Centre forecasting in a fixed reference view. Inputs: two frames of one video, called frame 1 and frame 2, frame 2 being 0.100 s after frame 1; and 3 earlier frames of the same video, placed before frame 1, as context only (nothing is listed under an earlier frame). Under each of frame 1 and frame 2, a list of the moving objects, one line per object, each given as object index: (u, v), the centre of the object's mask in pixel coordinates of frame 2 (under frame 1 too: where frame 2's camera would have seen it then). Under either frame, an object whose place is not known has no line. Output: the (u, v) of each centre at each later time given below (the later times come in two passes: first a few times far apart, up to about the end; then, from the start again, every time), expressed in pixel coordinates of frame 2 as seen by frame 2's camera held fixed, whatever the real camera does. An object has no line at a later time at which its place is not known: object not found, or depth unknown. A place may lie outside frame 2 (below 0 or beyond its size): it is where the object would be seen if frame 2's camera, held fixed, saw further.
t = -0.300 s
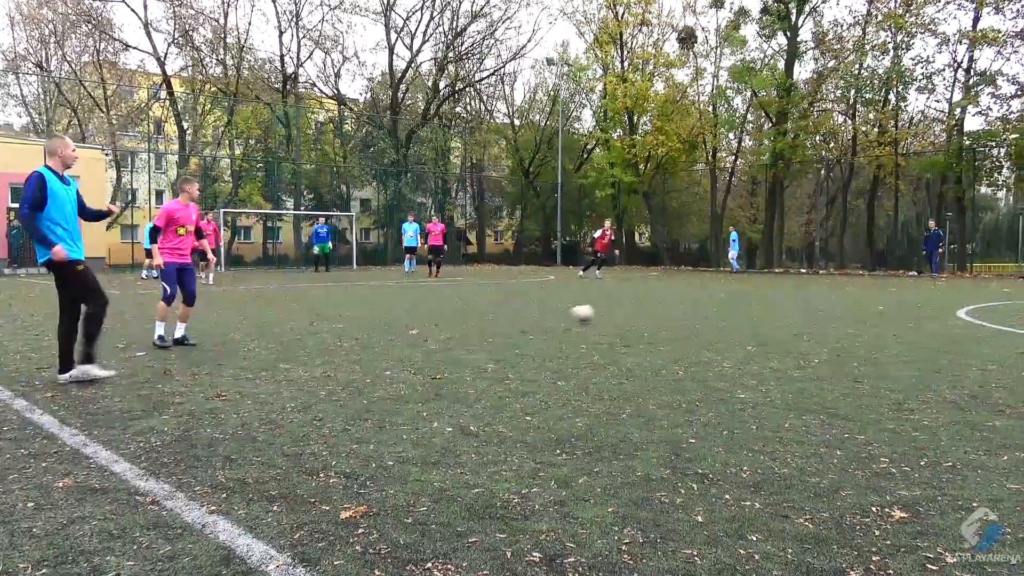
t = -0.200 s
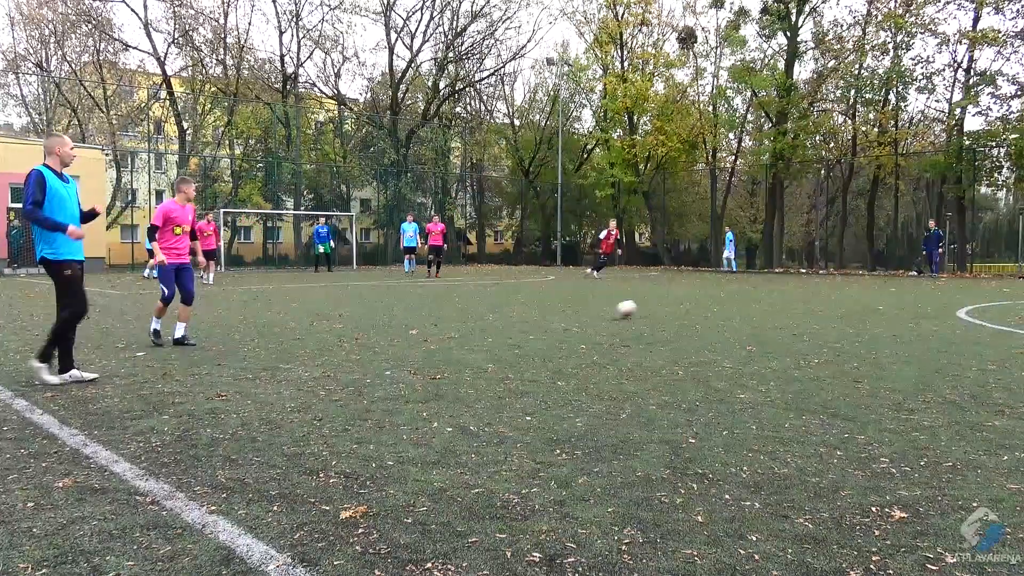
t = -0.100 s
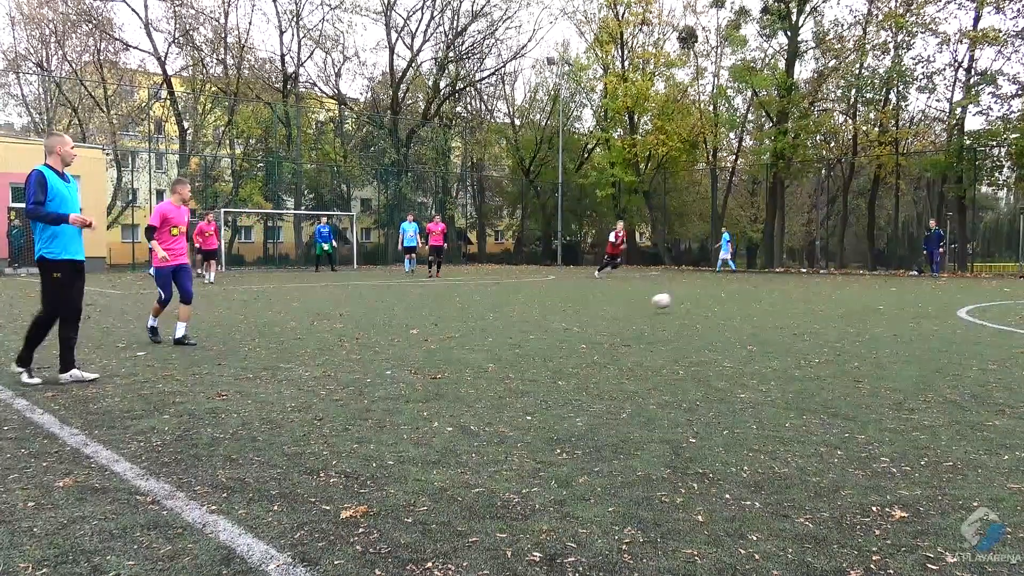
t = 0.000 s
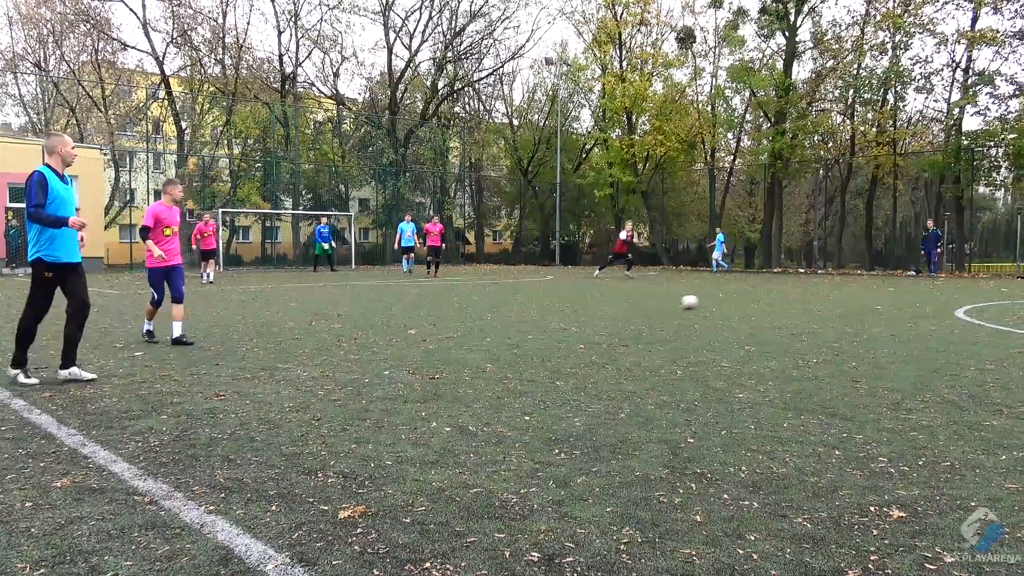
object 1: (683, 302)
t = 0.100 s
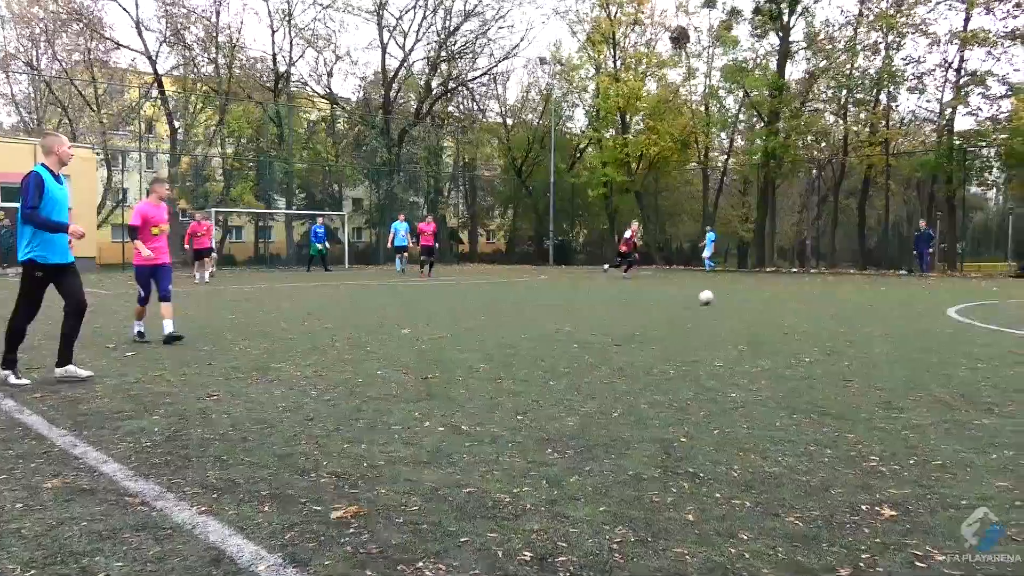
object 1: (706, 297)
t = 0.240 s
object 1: (732, 294)
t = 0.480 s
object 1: (766, 290)
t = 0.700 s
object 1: (791, 288)
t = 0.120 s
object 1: (709, 297)
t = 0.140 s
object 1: (714, 297)
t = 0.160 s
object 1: (717, 298)
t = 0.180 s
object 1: (721, 297)
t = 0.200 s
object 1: (724, 295)
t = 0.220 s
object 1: (728, 295)
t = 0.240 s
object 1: (732, 294)
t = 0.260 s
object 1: (734, 294)
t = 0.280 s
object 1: (737, 293)
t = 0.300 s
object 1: (741, 294)
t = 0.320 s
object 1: (744, 294)
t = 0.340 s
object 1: (747, 294)
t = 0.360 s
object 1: (749, 293)
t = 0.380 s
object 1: (752, 292)
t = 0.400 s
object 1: (755, 290)
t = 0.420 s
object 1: (758, 290)
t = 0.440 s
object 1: (761, 290)
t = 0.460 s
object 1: (763, 290)
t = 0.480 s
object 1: (766, 290)
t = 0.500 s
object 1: (769, 291)
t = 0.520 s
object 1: (771, 290)
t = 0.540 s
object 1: (774, 290)
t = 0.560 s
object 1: (775, 288)
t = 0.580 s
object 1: (778, 288)
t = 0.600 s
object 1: (780, 288)
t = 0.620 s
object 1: (782, 288)
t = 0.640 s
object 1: (785, 287)
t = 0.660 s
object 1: (787, 287)
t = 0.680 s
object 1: (789, 288)
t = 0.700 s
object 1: (791, 288)
